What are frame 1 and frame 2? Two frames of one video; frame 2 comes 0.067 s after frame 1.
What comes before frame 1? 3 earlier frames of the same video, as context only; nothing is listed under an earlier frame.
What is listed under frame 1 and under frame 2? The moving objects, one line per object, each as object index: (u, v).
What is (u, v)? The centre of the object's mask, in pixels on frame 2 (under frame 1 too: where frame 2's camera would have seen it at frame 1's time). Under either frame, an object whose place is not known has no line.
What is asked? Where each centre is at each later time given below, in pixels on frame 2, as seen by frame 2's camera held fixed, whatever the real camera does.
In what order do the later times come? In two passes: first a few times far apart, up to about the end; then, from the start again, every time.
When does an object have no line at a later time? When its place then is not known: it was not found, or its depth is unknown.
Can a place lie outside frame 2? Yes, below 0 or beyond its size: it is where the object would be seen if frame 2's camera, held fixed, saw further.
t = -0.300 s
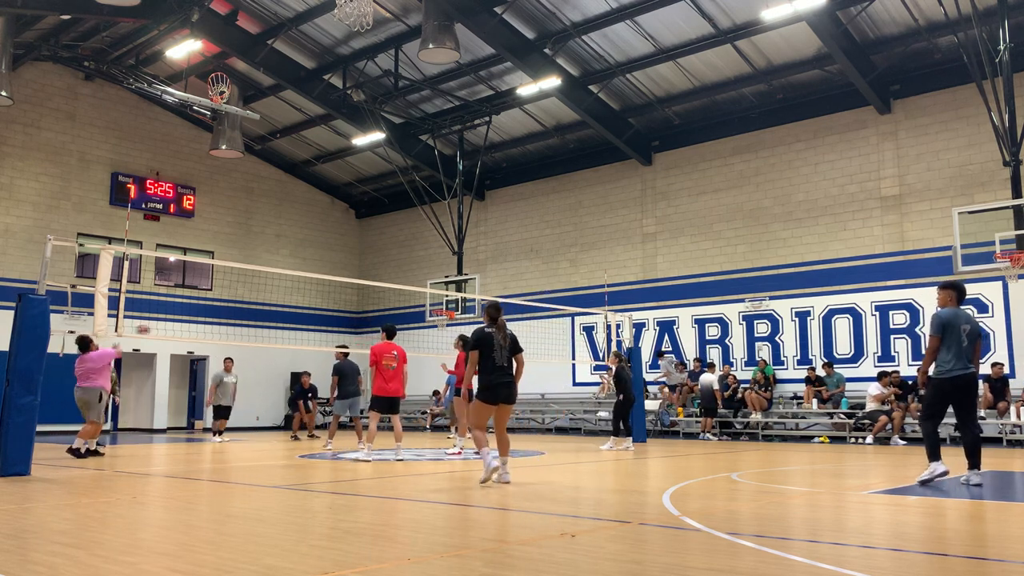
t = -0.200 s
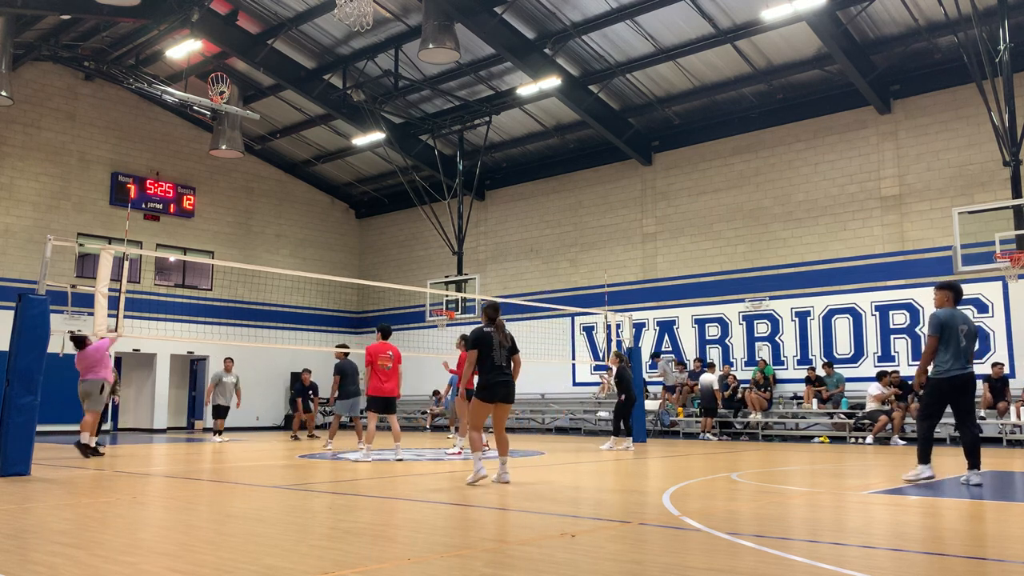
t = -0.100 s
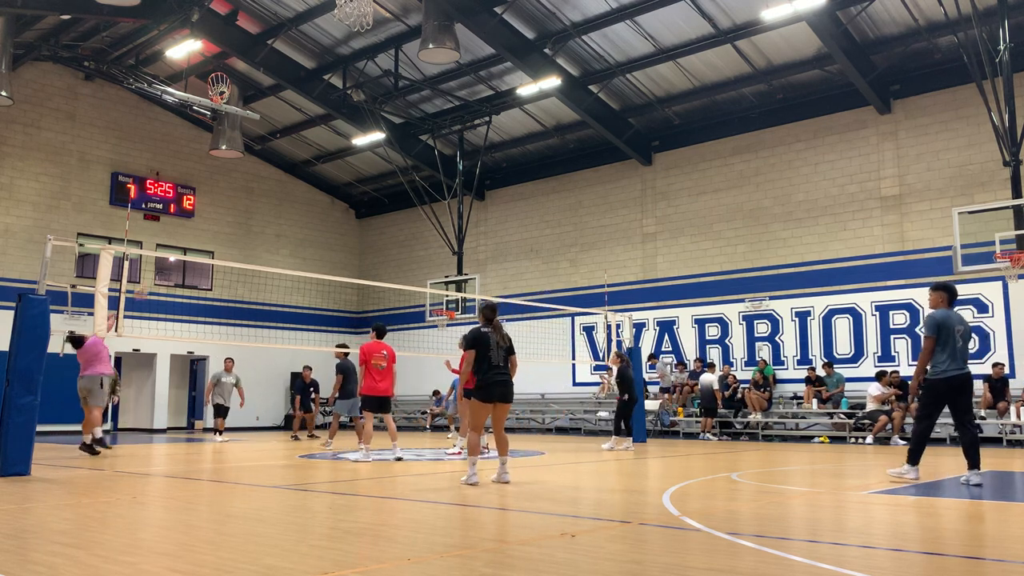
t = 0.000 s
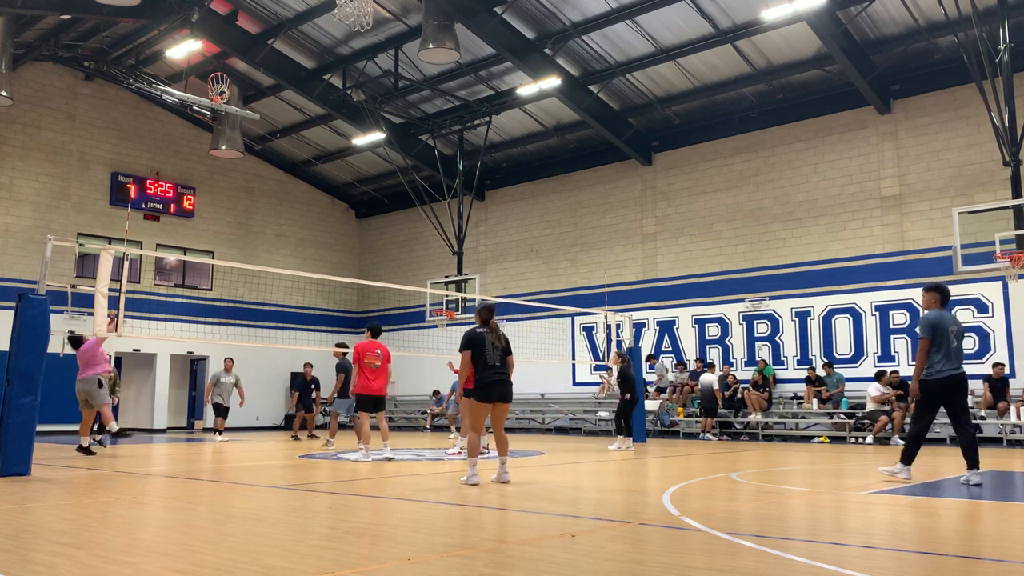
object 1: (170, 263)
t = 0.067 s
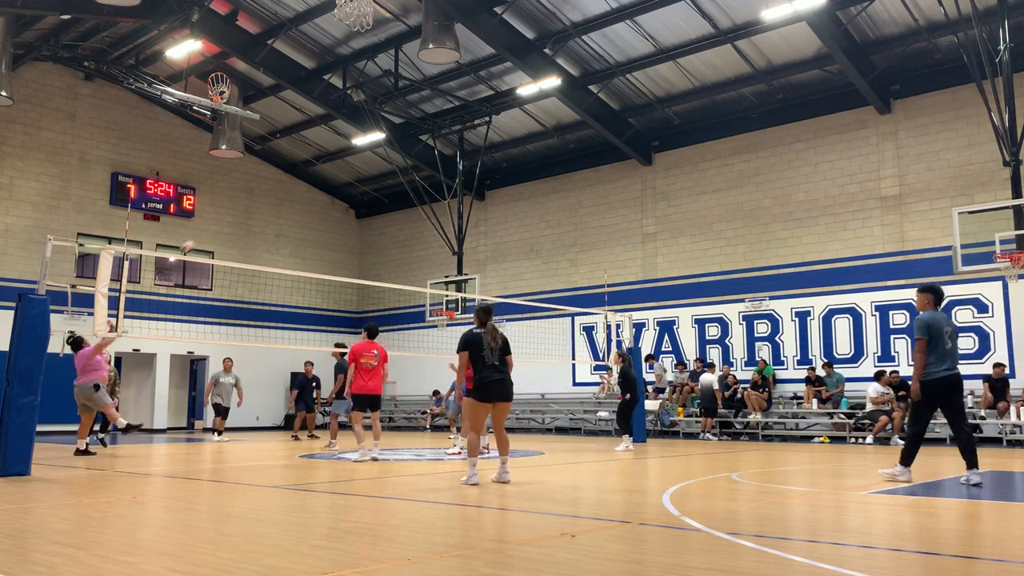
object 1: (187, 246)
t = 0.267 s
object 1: (236, 219)
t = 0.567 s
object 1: (294, 222)
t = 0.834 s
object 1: (338, 260)
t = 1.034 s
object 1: (367, 310)
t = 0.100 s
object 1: (197, 240)
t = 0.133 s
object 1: (205, 234)
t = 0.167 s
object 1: (213, 229)
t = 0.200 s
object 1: (221, 224)
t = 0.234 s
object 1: (228, 221)
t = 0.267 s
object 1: (236, 219)
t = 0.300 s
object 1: (243, 217)
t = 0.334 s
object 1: (249, 216)
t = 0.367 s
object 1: (256, 215)
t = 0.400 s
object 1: (263, 215)
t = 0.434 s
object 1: (269, 215)
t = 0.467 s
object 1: (276, 216)
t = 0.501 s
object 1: (282, 218)
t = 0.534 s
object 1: (288, 220)
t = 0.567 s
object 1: (294, 222)
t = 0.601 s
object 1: (300, 225)
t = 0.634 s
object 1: (305, 229)
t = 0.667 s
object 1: (312, 233)
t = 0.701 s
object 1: (318, 238)
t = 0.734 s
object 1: (323, 243)
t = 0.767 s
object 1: (328, 248)
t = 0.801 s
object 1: (333, 254)
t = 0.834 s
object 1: (338, 260)
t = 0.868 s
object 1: (343, 267)
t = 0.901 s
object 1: (348, 274)
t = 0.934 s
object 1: (353, 285)
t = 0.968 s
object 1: (357, 292)
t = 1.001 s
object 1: (362, 301)
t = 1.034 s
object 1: (367, 310)
